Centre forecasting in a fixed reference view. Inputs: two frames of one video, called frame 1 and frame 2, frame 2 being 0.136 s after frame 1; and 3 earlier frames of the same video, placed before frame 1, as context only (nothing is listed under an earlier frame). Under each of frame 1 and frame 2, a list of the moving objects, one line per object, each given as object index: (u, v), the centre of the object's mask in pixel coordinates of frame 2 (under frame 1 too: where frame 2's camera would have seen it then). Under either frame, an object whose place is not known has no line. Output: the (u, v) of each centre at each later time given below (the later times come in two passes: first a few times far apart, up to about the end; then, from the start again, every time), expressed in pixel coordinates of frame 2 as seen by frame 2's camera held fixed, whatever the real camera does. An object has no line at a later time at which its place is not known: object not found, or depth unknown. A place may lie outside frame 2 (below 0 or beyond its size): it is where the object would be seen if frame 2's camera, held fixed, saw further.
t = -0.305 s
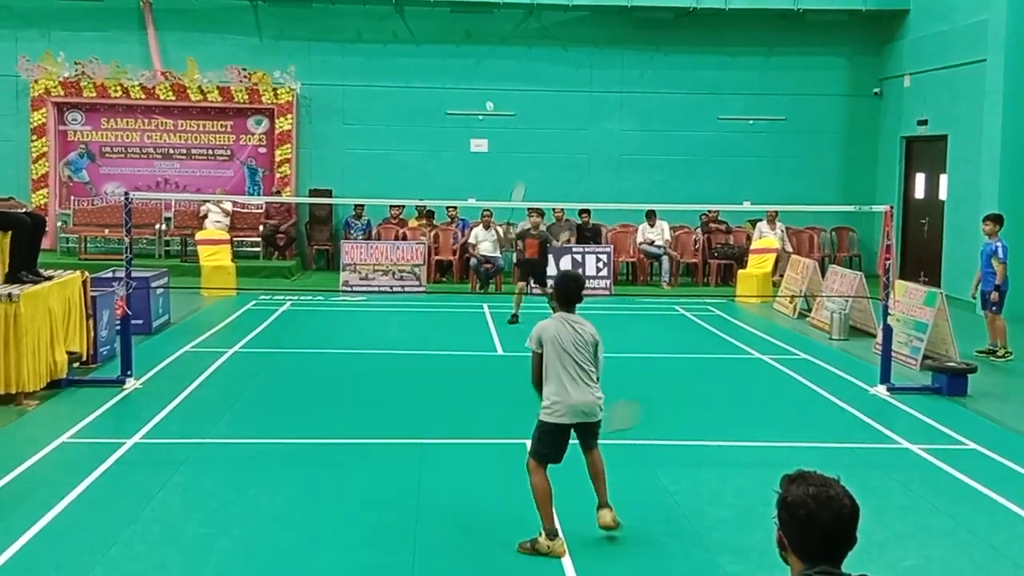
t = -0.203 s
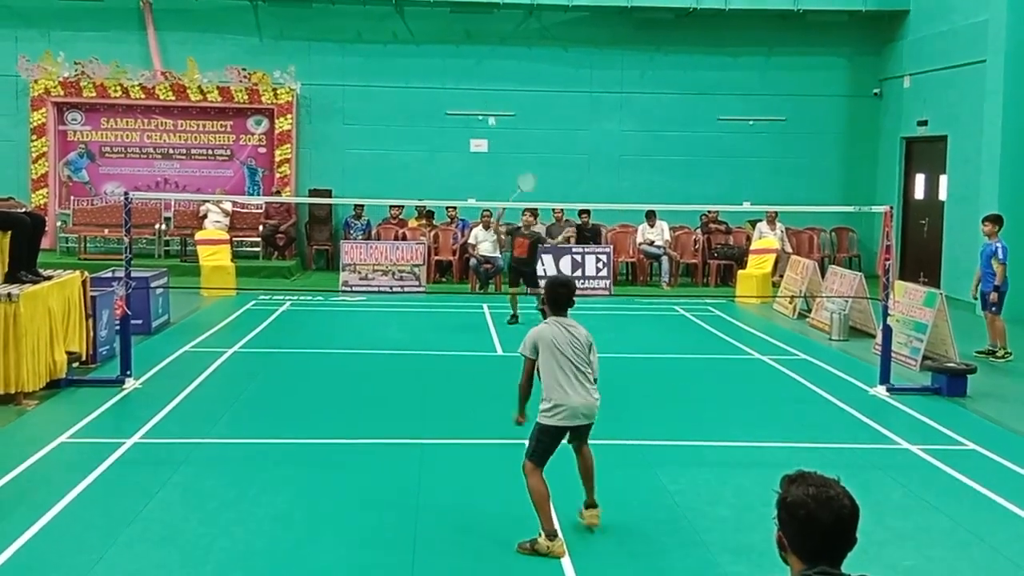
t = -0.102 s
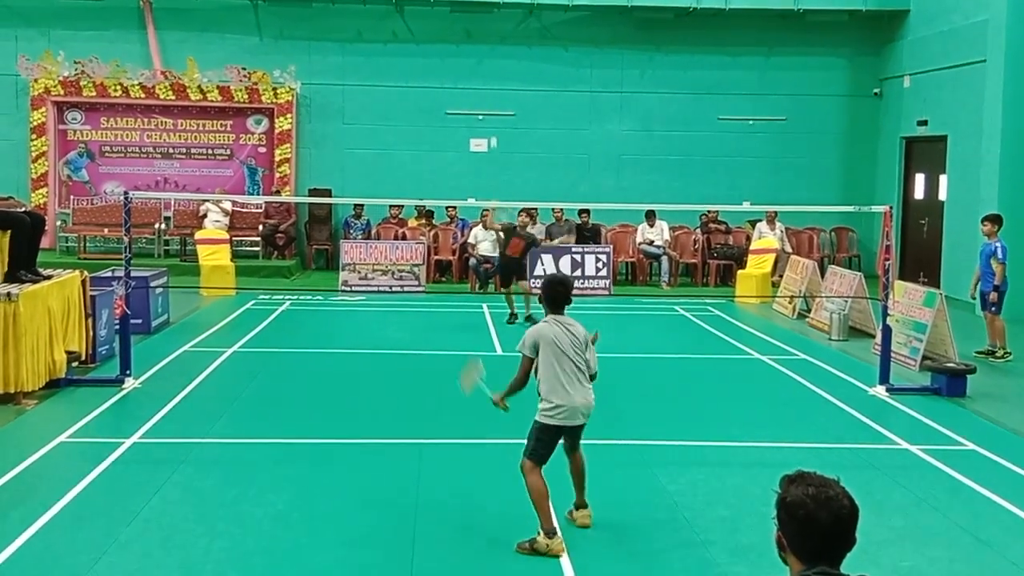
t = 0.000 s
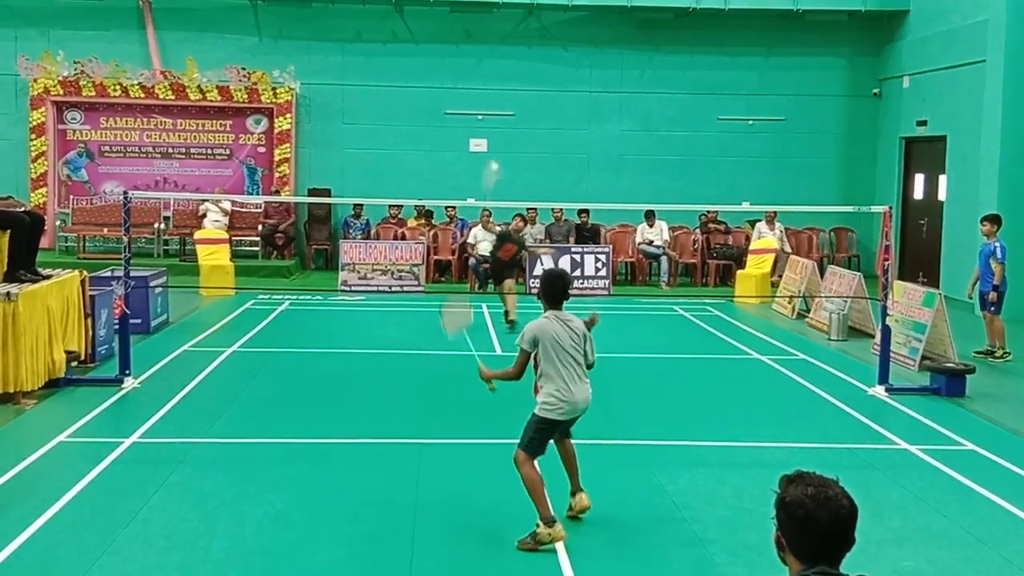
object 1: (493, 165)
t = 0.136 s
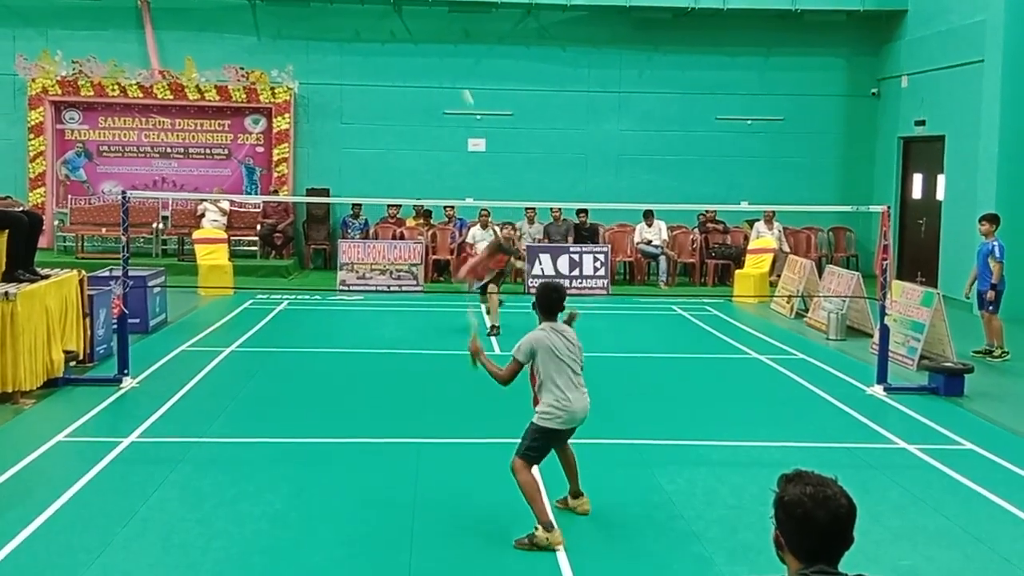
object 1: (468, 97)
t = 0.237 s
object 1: (445, 63)
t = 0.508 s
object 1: (379, 39)
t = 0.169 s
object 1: (459, 83)
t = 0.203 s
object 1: (452, 73)
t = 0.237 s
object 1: (445, 63)
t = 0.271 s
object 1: (437, 54)
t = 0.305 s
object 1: (429, 46)
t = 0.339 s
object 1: (421, 41)
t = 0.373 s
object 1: (413, 37)
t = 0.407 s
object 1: (405, 35)
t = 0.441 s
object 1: (396, 35)
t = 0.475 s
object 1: (388, 35)
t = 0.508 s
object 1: (379, 39)
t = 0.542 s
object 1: (370, 44)
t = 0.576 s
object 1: (360, 52)
